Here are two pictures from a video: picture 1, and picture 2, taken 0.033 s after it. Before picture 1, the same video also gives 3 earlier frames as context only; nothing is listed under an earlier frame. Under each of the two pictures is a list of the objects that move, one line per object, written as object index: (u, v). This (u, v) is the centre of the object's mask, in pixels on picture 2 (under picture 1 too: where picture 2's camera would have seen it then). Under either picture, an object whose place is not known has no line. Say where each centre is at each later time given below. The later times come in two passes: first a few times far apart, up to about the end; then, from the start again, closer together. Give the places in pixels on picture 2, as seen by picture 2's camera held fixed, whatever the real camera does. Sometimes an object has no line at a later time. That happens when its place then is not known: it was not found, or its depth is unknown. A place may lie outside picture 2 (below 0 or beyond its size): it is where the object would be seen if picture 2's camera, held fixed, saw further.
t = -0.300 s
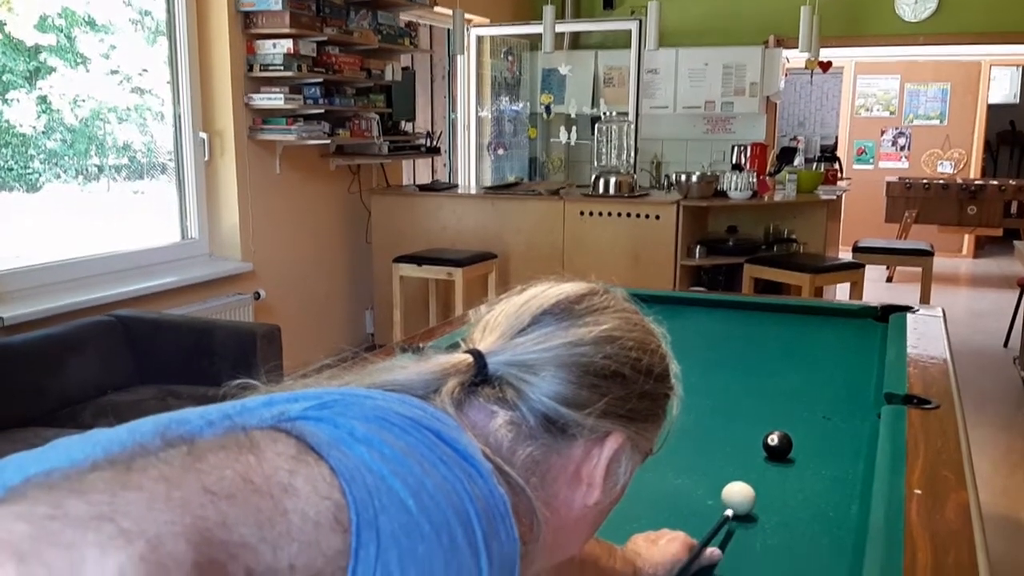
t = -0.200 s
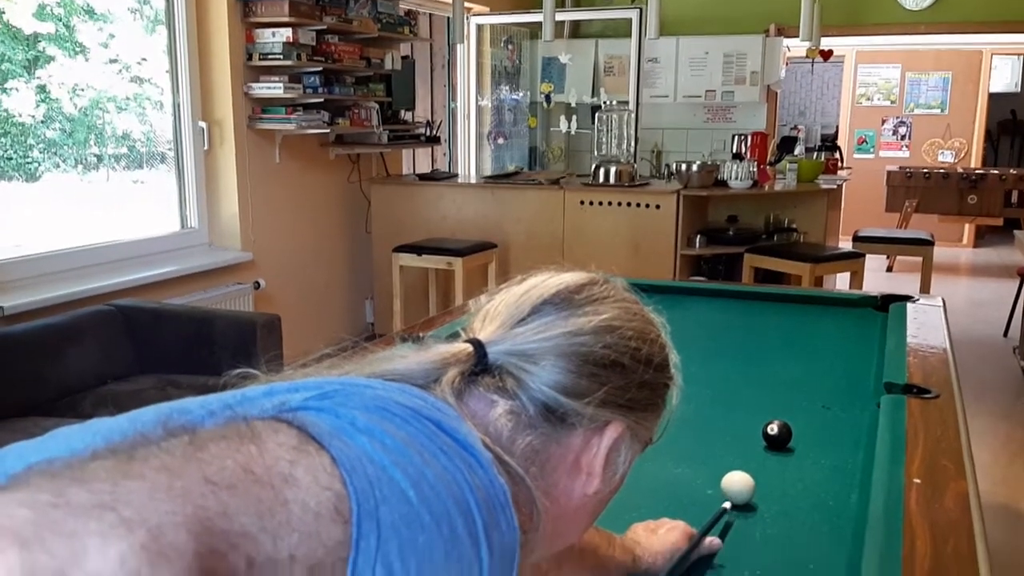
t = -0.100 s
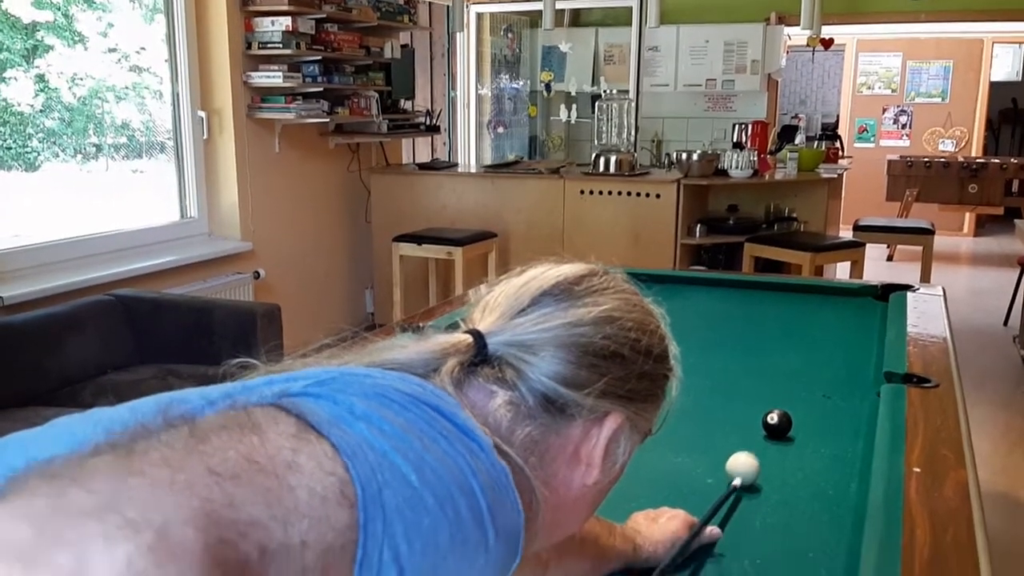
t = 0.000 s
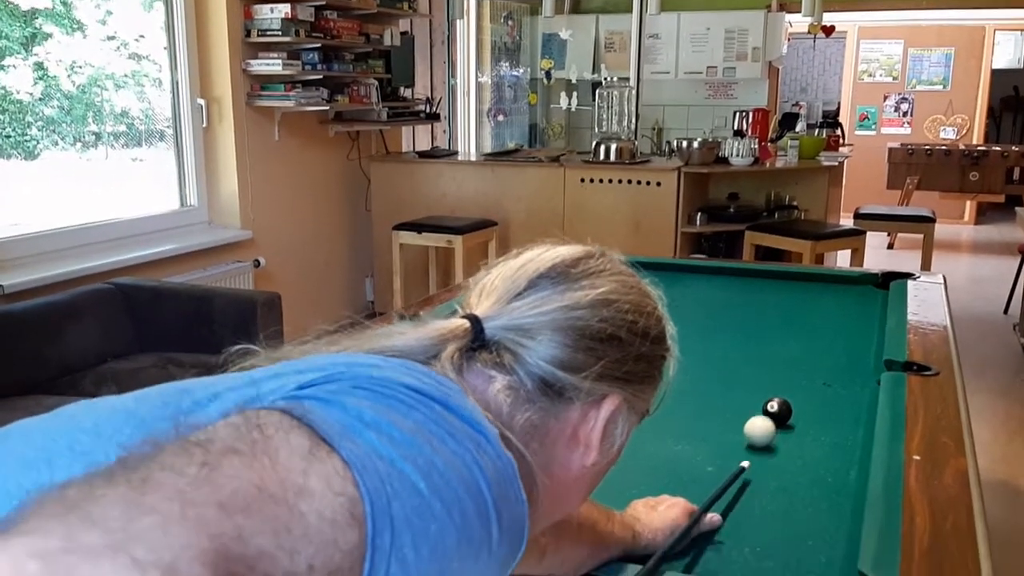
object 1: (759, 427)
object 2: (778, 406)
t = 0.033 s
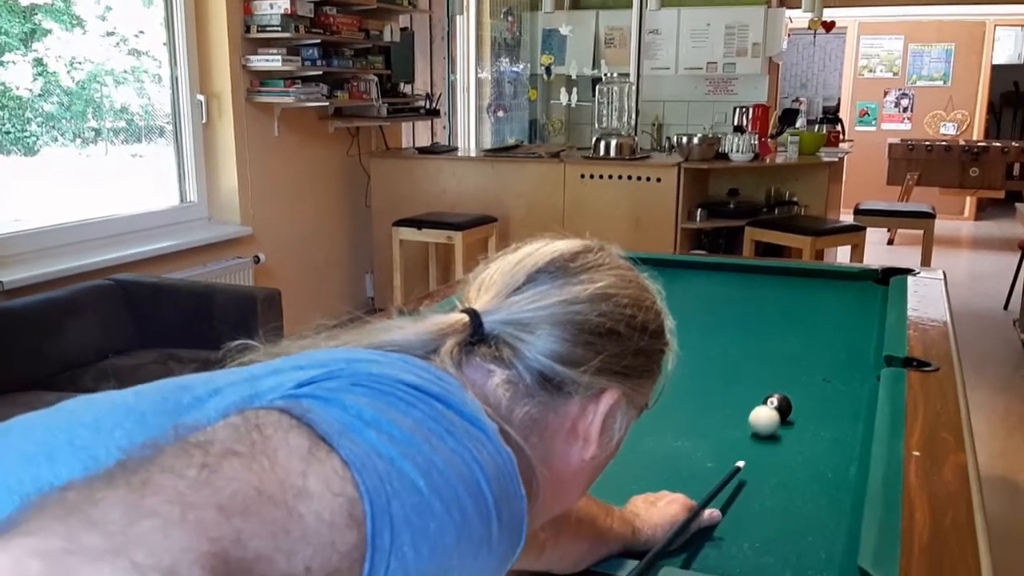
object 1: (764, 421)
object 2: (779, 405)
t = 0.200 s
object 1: (765, 412)
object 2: (789, 393)
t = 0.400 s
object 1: (763, 408)
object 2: (803, 376)
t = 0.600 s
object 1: (761, 404)
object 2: (815, 361)
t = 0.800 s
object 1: (759, 401)
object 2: (826, 348)
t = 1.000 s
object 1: (758, 399)
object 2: (835, 336)
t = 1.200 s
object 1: (756, 397)
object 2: (843, 327)
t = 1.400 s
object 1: (755, 395)
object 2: (850, 317)
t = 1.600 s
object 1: (754, 395)
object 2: (856, 309)
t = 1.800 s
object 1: (754, 394)
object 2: (861, 301)
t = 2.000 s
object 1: (754, 394)
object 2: (866, 294)
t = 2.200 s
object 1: (754, 394)
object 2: (870, 288)
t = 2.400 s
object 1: (754, 394)
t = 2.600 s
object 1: (754, 394)
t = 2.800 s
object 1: (754, 394)
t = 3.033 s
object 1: (754, 394)
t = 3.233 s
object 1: (754, 394)
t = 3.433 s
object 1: (754, 394)
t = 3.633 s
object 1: (754, 394)
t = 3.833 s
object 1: (754, 394)
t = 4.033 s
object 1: (754, 394)
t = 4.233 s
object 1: (754, 394)
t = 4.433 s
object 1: (754, 393)
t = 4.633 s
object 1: (755, 392)
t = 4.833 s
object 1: (755, 394)
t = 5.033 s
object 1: (755, 394)
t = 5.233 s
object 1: (754, 394)
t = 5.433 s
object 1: (754, 394)
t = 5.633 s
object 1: (754, 393)
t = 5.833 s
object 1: (755, 393)
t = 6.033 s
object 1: (755, 393)
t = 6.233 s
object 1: (755, 393)
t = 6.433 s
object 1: (755, 394)
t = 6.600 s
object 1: (755, 394)
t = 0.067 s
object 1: (767, 415)
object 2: (782, 403)
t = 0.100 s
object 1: (767, 414)
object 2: (783, 400)
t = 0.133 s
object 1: (766, 413)
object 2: (785, 397)
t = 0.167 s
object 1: (766, 412)
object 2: (787, 395)
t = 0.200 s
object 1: (765, 412)
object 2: (789, 393)
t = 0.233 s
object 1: (765, 411)
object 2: (792, 389)
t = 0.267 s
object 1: (765, 411)
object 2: (794, 387)
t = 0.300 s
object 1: (765, 409)
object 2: (796, 383)
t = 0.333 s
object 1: (764, 409)
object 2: (798, 381)
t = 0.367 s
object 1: (763, 408)
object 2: (801, 378)
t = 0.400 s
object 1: (763, 408)
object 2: (803, 376)
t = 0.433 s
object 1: (763, 407)
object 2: (805, 373)
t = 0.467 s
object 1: (762, 406)
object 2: (807, 371)
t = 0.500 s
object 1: (762, 406)
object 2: (809, 368)
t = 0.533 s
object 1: (762, 405)
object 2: (811, 367)
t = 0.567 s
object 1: (761, 405)
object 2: (813, 363)
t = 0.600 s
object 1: (761, 404)
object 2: (815, 361)
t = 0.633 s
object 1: (760, 403)
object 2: (817, 359)
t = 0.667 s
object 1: (760, 403)
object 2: (819, 357)
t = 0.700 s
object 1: (760, 403)
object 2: (821, 354)
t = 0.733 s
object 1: (759, 402)
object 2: (822, 353)
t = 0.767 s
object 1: (759, 402)
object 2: (824, 351)
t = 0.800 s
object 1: (759, 401)
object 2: (826, 348)
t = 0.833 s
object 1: (758, 401)
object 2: (828, 346)
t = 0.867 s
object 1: (758, 400)
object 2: (829, 344)
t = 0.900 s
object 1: (758, 400)
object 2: (831, 343)
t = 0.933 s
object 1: (758, 400)
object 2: (832, 341)
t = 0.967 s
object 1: (758, 399)
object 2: (833, 338)
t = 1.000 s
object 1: (758, 399)
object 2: (835, 336)
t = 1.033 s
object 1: (757, 398)
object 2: (836, 335)
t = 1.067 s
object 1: (757, 398)
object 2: (838, 333)
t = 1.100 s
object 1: (757, 398)
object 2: (839, 332)
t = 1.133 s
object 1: (757, 397)
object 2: (840, 329)
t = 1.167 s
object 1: (756, 397)
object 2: (842, 327)
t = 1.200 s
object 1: (756, 397)
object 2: (843, 327)
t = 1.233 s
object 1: (756, 397)
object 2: (844, 325)
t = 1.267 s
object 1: (756, 396)
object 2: (845, 323)
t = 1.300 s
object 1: (756, 396)
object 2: (846, 321)
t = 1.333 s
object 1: (756, 396)
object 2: (847, 320)
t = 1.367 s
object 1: (755, 396)
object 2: (849, 319)
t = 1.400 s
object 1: (755, 395)
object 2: (850, 317)
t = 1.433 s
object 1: (755, 395)
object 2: (851, 316)
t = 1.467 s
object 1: (755, 395)
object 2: (852, 314)
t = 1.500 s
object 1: (755, 395)
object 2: (853, 313)
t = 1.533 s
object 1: (755, 395)
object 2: (854, 312)
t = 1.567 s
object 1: (755, 395)
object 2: (855, 311)
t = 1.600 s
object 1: (754, 395)
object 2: (856, 309)
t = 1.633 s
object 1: (754, 395)
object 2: (857, 307)
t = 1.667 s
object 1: (754, 394)
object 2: (858, 306)
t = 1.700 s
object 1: (754, 394)
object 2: (859, 305)
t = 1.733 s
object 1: (754, 394)
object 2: (860, 304)
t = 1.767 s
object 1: (754, 394)
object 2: (861, 302)
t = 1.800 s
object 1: (754, 394)
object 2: (861, 301)
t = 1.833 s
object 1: (754, 394)
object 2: (862, 300)
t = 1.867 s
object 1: (754, 394)
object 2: (863, 299)
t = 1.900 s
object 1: (754, 394)
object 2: (864, 298)
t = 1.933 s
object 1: (754, 394)
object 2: (865, 296)
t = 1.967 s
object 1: (754, 394)
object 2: (866, 295)
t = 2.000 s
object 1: (754, 394)
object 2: (866, 294)
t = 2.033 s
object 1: (754, 394)
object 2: (867, 293)
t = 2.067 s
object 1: (754, 394)
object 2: (868, 292)
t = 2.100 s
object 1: (754, 394)
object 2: (868, 291)
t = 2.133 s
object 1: (754, 394)
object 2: (869, 290)
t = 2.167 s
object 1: (754, 394)
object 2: (870, 289)
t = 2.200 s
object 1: (754, 394)
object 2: (870, 288)
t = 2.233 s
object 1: (754, 394)
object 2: (871, 287)
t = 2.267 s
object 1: (754, 394)
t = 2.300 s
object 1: (754, 394)
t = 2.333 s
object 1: (754, 394)
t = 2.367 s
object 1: (754, 394)
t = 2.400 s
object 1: (754, 394)
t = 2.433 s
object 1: (754, 394)
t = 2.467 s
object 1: (754, 394)
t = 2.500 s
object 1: (754, 394)
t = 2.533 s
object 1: (754, 394)
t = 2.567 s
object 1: (754, 394)
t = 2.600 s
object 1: (754, 394)
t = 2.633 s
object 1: (754, 394)
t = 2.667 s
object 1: (754, 394)
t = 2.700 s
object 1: (754, 394)
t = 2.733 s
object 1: (754, 394)
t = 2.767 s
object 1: (754, 394)
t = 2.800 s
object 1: (754, 394)
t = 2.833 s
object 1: (754, 394)
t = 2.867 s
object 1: (754, 394)
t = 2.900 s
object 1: (754, 394)
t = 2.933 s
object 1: (754, 394)
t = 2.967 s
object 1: (754, 394)
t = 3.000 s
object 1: (754, 394)
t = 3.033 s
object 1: (754, 394)
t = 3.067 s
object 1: (754, 394)
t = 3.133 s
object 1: (754, 394)
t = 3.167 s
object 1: (754, 394)
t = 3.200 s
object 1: (754, 394)
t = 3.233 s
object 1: (754, 394)
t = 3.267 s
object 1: (754, 394)
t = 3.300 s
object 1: (754, 394)
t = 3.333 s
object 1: (754, 394)
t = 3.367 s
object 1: (754, 394)
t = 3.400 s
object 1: (754, 394)
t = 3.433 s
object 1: (754, 394)
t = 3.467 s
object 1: (754, 394)
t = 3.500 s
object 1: (754, 394)
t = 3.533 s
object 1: (754, 394)
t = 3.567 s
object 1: (754, 394)
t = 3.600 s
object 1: (754, 394)
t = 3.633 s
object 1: (754, 394)
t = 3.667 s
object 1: (754, 394)
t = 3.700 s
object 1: (754, 394)
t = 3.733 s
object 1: (754, 394)
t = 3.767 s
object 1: (754, 394)
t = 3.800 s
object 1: (754, 394)
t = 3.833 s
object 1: (754, 394)
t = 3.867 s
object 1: (754, 394)
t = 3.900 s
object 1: (754, 394)
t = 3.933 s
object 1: (754, 394)
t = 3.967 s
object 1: (754, 394)
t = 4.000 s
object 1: (754, 394)
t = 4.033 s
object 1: (754, 394)
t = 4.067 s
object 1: (754, 394)
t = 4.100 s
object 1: (754, 394)
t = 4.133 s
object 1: (754, 394)
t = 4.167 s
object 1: (754, 394)
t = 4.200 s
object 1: (754, 394)
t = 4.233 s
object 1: (754, 394)
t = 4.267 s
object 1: (754, 394)
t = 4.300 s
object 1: (754, 394)
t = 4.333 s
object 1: (754, 394)
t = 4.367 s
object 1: (754, 394)
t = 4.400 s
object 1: (754, 394)
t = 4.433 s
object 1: (754, 393)
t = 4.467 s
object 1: (754, 394)
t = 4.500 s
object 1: (754, 393)
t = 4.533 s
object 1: (755, 393)
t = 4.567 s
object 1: (754, 393)
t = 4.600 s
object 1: (755, 392)
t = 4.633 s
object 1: (755, 392)
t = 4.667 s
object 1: (755, 393)
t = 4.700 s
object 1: (755, 393)
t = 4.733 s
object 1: (755, 393)
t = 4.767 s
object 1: (755, 393)
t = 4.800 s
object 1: (755, 393)
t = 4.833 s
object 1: (755, 394)
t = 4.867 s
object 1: (755, 394)
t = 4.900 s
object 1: (755, 394)
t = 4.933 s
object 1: (755, 394)
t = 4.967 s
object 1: (755, 394)
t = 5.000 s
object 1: (756, 394)
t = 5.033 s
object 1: (755, 394)
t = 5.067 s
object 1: (755, 394)
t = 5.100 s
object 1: (755, 394)
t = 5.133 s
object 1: (755, 394)
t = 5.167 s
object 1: (755, 394)
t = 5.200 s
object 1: (754, 394)
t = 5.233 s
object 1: (754, 394)
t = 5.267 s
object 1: (755, 394)
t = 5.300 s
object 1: (755, 394)
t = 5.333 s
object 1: (755, 394)
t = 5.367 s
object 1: (754, 394)
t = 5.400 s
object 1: (754, 394)
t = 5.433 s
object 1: (754, 394)
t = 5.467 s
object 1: (754, 394)
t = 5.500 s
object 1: (754, 394)
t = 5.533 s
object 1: (754, 394)
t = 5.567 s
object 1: (754, 394)
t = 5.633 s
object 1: (754, 393)
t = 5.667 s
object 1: (754, 393)
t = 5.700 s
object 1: (754, 393)
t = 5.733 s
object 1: (754, 393)
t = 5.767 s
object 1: (754, 393)
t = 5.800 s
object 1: (754, 393)
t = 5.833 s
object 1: (755, 393)
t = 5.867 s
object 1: (755, 393)
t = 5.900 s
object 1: (755, 393)
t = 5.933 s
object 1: (755, 393)
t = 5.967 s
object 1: (755, 393)
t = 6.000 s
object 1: (755, 393)
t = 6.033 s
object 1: (755, 393)
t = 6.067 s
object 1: (755, 393)
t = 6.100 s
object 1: (755, 393)
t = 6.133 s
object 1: (755, 393)
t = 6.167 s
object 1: (755, 393)
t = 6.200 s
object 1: (755, 393)
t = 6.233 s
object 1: (755, 393)
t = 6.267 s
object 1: (755, 393)
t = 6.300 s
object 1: (755, 393)
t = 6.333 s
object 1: (755, 393)
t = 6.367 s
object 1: (755, 393)
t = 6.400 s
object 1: (755, 394)
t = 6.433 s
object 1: (755, 394)
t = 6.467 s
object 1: (755, 394)
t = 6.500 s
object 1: (755, 394)
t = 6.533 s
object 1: (755, 394)
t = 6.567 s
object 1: (755, 394)
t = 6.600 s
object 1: (755, 394)
